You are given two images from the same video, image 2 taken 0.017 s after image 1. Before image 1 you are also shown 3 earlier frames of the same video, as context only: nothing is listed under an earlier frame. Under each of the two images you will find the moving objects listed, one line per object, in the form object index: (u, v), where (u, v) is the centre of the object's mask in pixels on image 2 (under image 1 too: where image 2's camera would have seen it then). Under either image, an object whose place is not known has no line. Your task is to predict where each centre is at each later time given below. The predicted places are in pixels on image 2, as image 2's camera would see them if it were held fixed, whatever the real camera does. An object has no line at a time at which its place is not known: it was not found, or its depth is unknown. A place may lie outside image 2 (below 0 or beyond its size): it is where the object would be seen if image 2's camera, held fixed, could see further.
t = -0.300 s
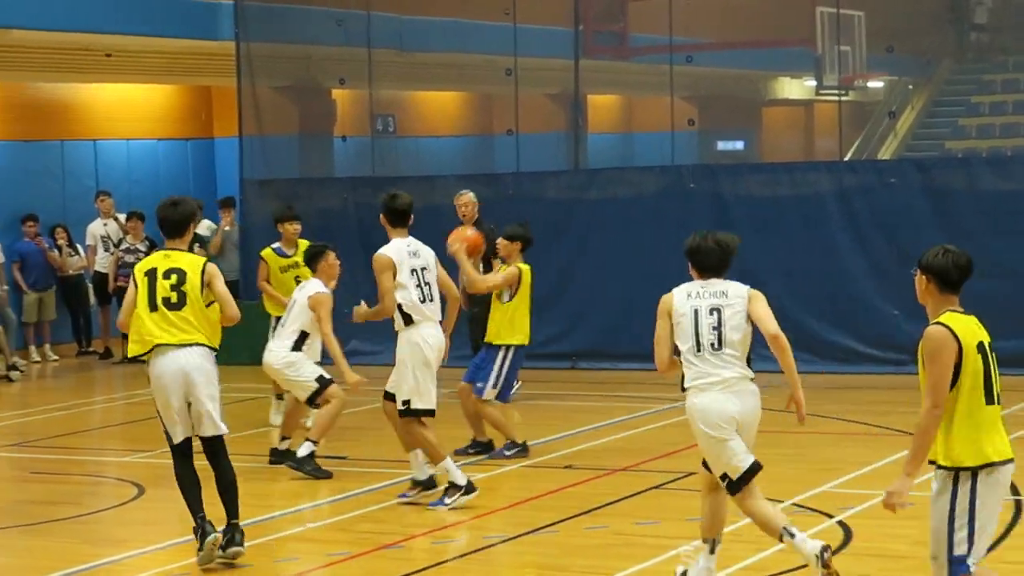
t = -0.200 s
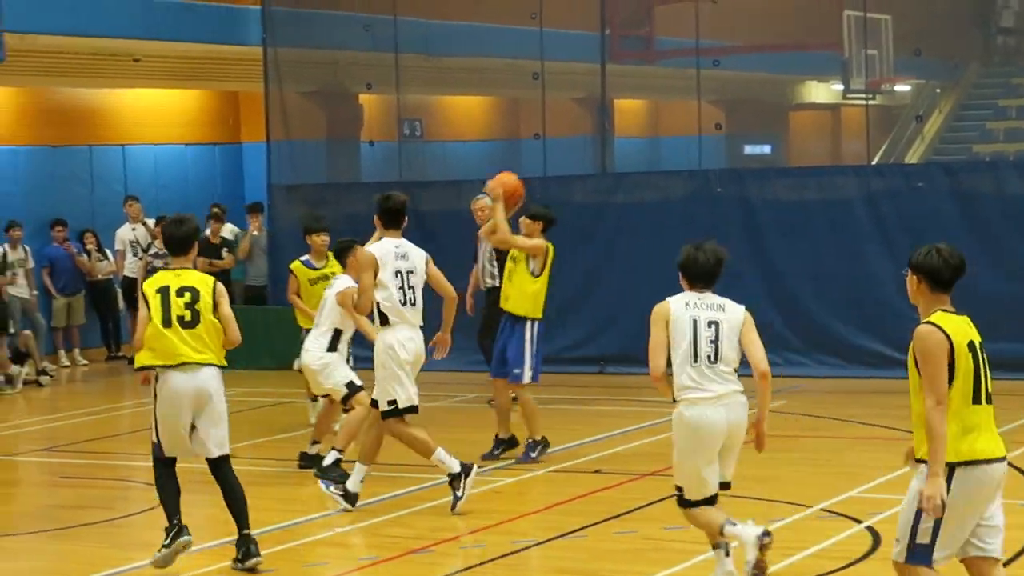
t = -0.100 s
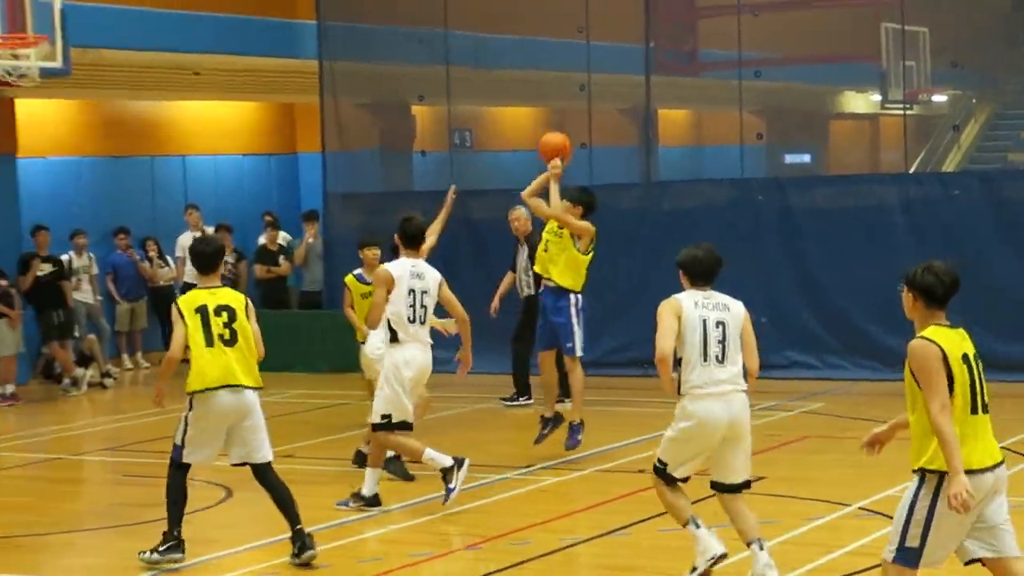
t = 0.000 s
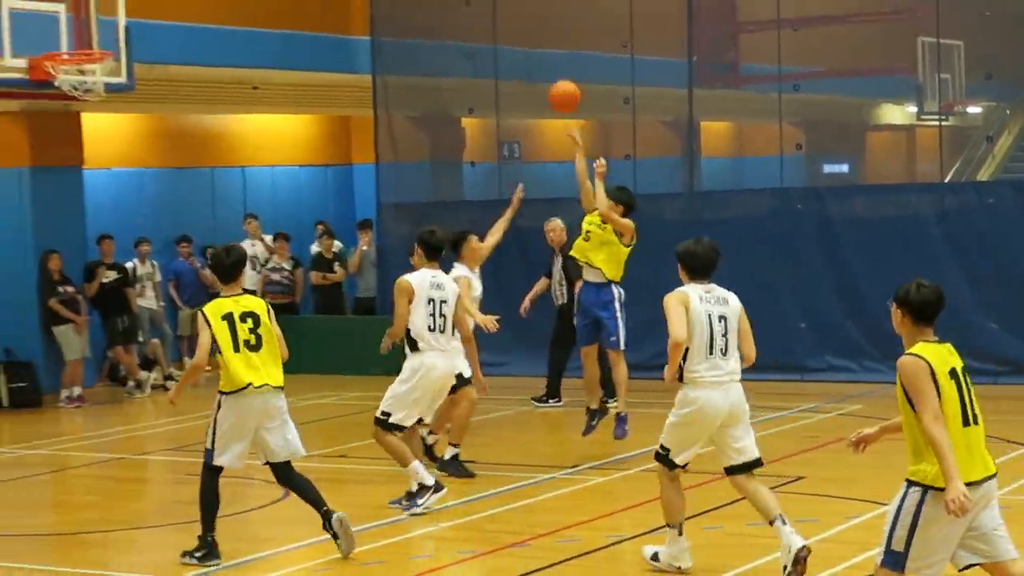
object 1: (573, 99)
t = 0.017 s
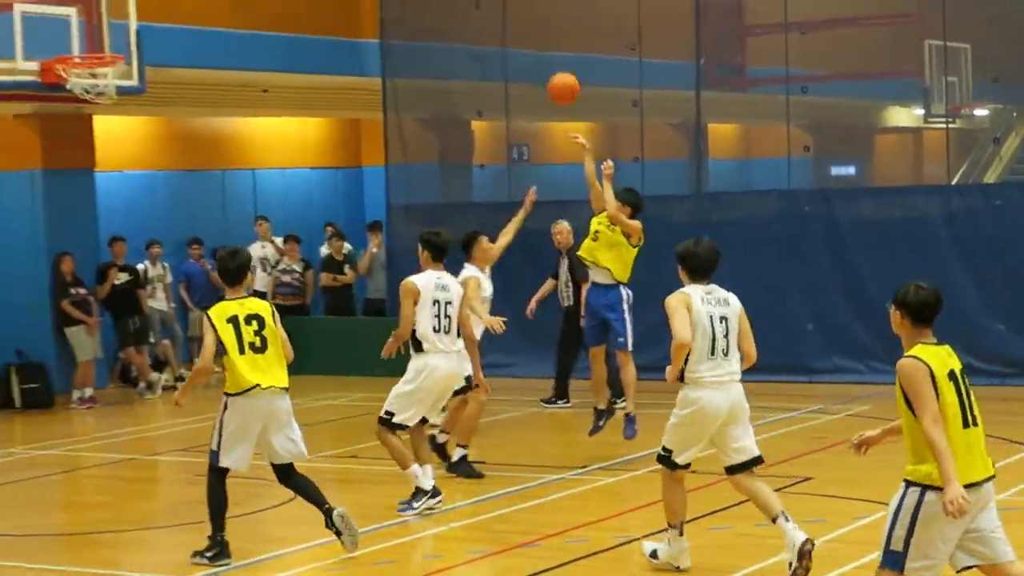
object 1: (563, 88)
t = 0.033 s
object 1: (553, 77)
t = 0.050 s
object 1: (544, 67)
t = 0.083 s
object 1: (524, 48)
